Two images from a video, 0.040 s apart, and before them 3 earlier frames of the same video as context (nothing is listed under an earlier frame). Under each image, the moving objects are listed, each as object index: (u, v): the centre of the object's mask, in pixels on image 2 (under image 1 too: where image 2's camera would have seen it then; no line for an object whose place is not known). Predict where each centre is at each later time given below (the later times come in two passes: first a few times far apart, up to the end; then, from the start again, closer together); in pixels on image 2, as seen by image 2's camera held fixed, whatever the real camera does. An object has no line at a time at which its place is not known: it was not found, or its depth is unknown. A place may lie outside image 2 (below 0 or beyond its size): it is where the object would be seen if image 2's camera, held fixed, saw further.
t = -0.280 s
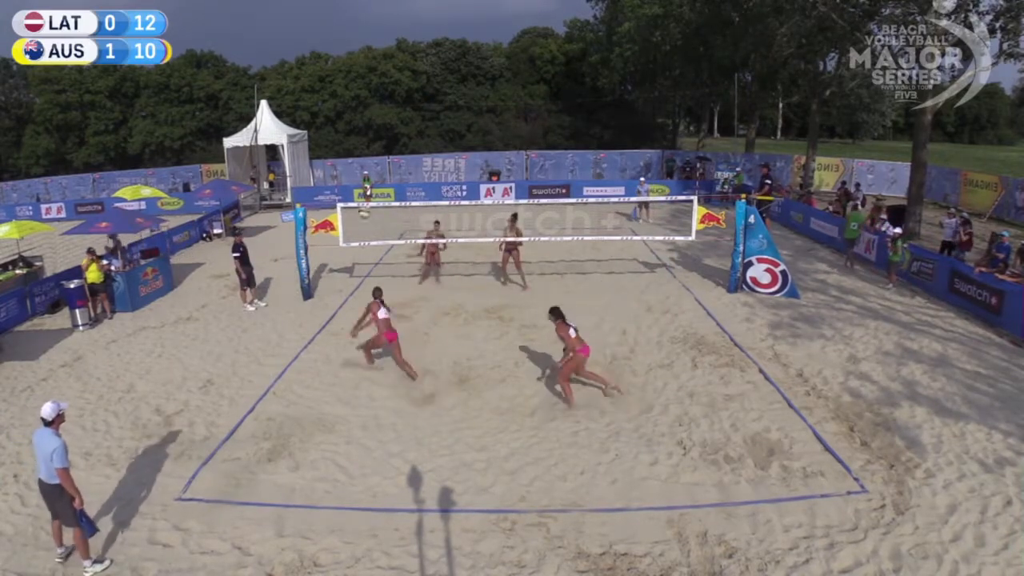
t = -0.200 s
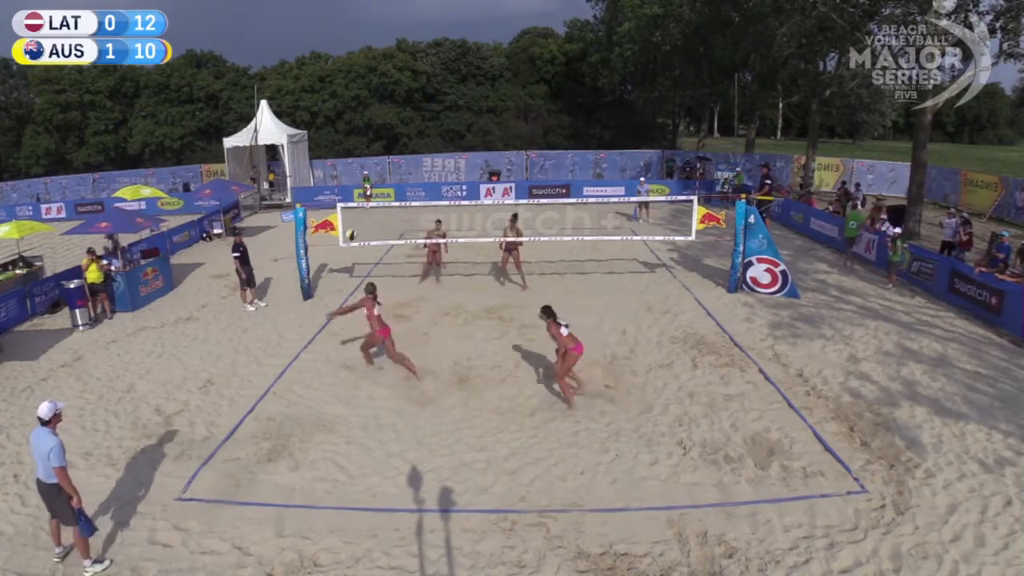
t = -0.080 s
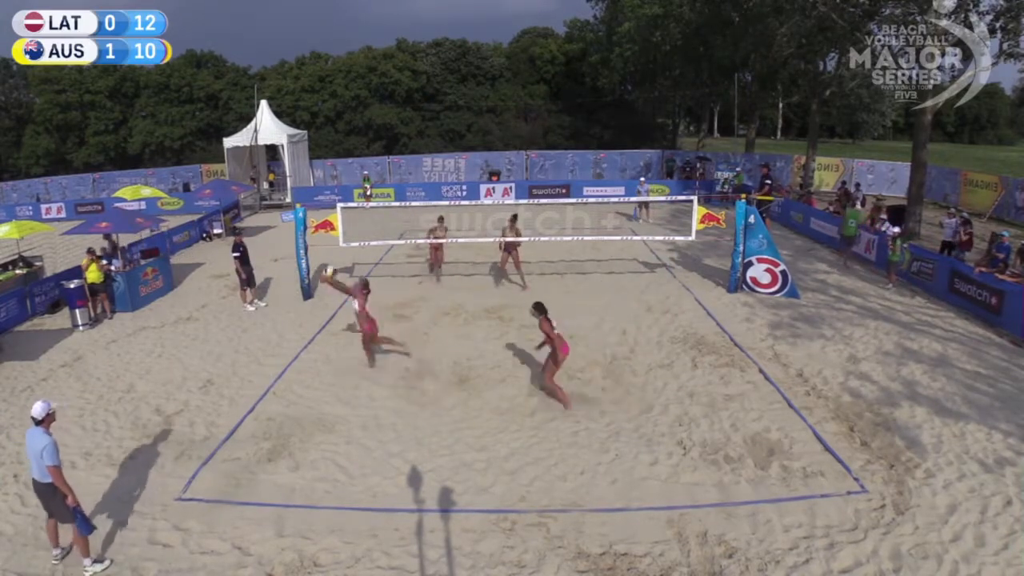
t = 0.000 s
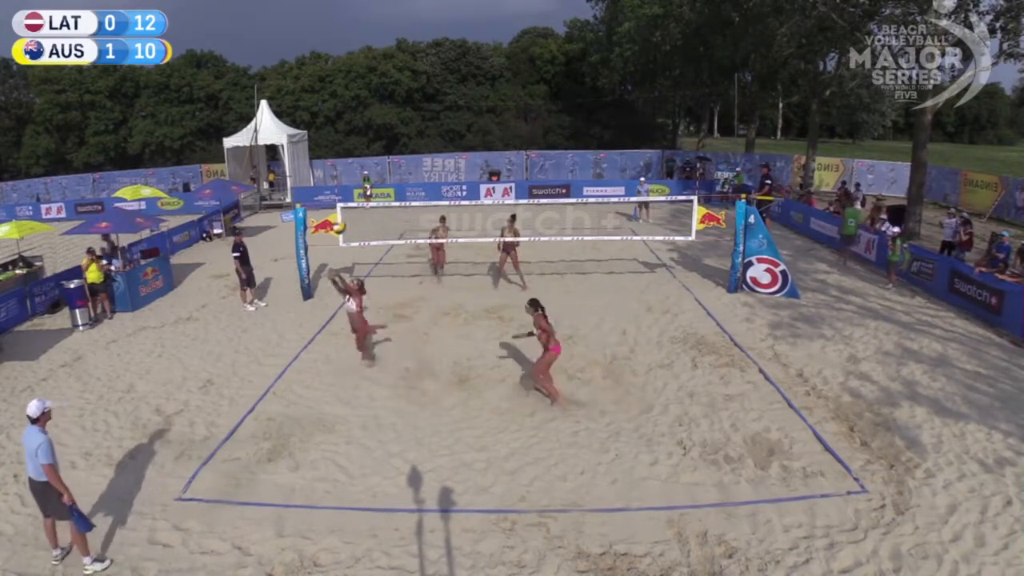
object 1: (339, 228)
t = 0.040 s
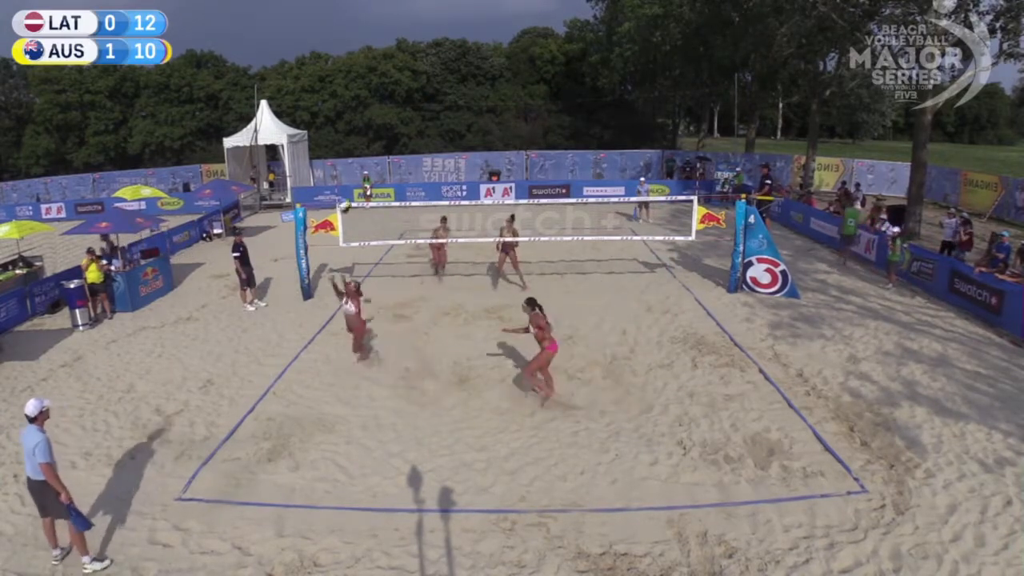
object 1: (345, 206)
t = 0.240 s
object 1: (371, 115)
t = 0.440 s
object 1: (399, 55)
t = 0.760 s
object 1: (446, 19)
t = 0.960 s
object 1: (474, 30)
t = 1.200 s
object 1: (505, 73)
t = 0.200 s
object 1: (365, 131)
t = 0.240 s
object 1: (371, 115)
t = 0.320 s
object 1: (383, 89)
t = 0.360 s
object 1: (387, 76)
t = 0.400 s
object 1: (393, 64)
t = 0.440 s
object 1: (399, 55)
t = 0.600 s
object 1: (422, 29)
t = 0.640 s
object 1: (428, 25)
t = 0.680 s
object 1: (434, 23)
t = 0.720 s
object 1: (441, 20)
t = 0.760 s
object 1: (446, 19)
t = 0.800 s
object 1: (451, 19)
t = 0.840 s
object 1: (456, 20)
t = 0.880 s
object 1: (462, 23)
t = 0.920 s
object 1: (468, 26)
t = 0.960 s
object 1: (474, 30)
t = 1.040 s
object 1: (485, 40)
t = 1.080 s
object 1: (490, 47)
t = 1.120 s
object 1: (495, 54)
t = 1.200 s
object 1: (505, 73)
